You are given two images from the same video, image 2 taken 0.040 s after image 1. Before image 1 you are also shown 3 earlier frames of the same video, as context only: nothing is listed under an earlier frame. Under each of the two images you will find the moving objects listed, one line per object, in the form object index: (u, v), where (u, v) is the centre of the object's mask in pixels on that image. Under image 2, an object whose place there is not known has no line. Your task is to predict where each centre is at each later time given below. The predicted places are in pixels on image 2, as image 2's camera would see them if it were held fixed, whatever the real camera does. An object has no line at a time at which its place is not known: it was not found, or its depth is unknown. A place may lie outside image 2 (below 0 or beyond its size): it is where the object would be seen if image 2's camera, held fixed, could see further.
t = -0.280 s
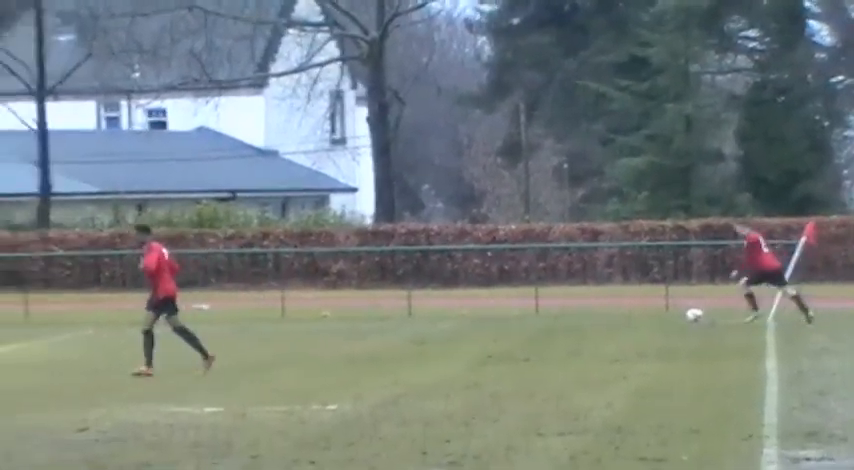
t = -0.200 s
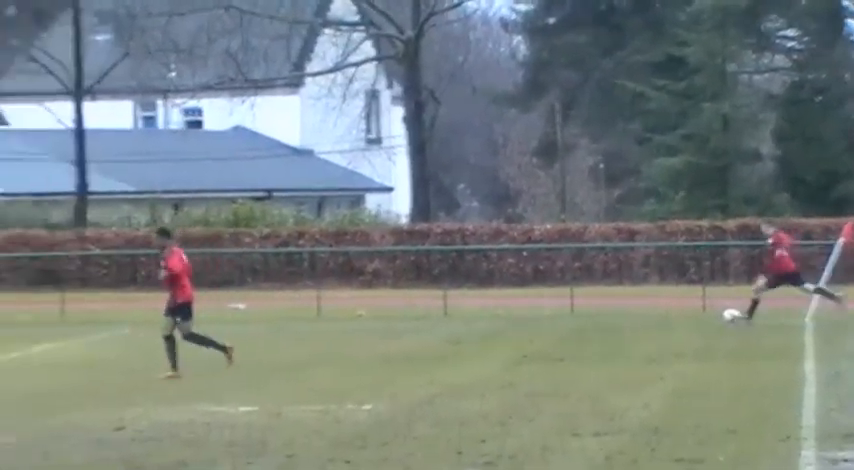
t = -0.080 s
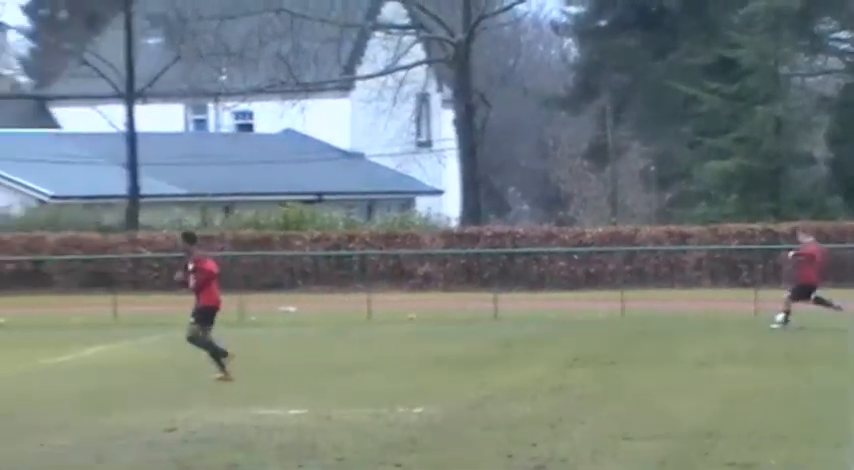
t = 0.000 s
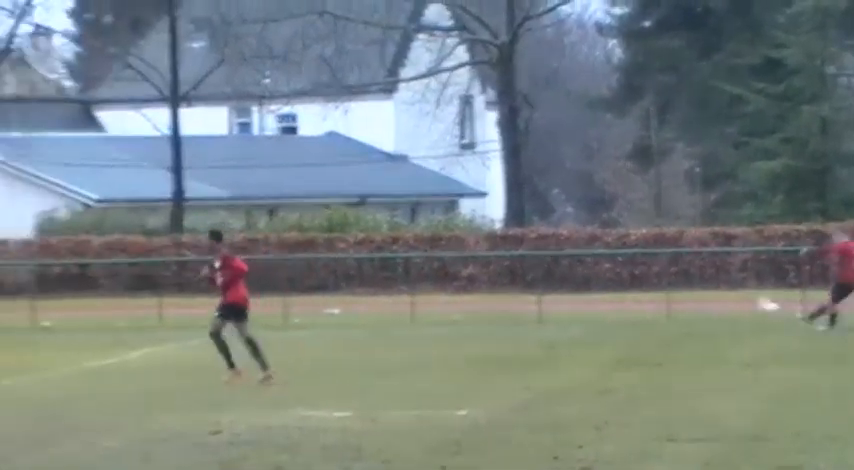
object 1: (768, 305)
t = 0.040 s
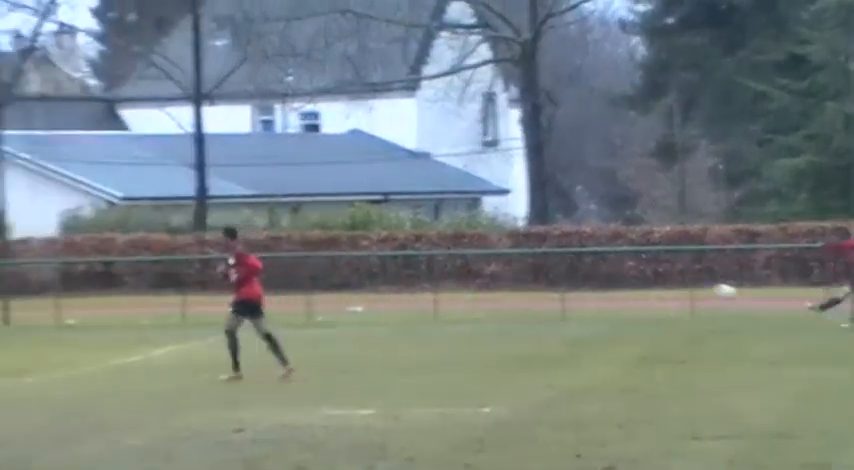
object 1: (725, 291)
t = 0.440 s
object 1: (127, 203)
